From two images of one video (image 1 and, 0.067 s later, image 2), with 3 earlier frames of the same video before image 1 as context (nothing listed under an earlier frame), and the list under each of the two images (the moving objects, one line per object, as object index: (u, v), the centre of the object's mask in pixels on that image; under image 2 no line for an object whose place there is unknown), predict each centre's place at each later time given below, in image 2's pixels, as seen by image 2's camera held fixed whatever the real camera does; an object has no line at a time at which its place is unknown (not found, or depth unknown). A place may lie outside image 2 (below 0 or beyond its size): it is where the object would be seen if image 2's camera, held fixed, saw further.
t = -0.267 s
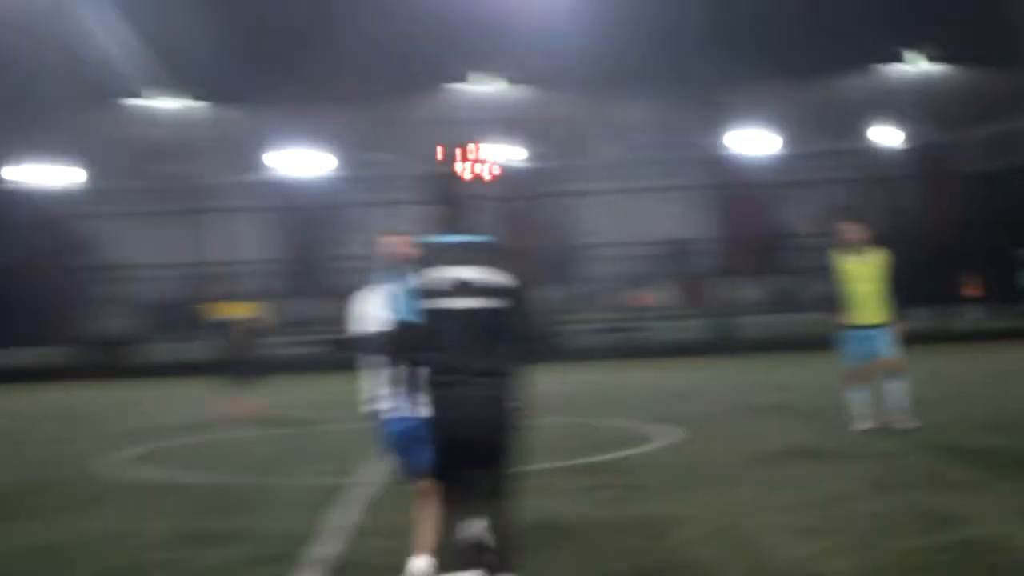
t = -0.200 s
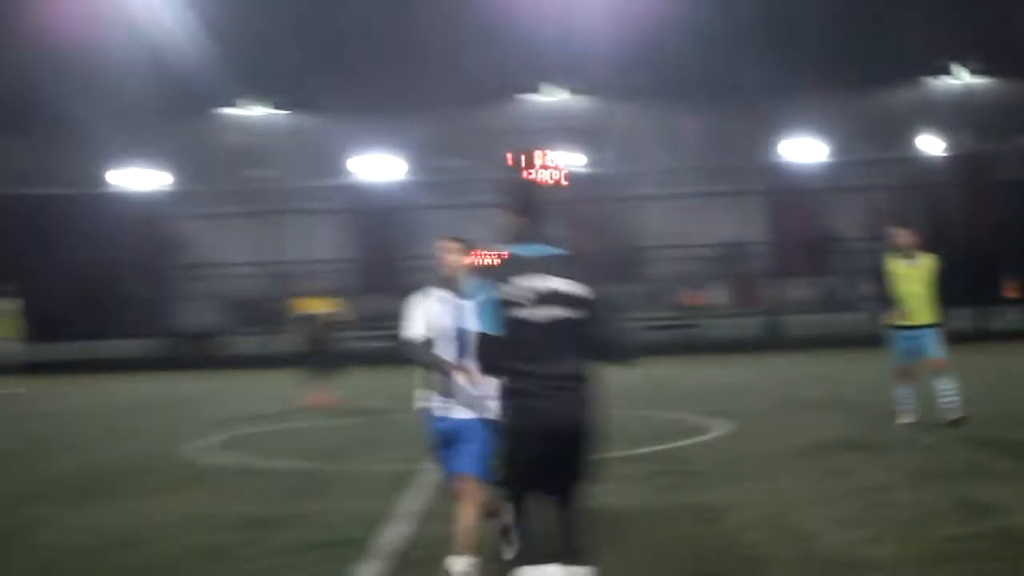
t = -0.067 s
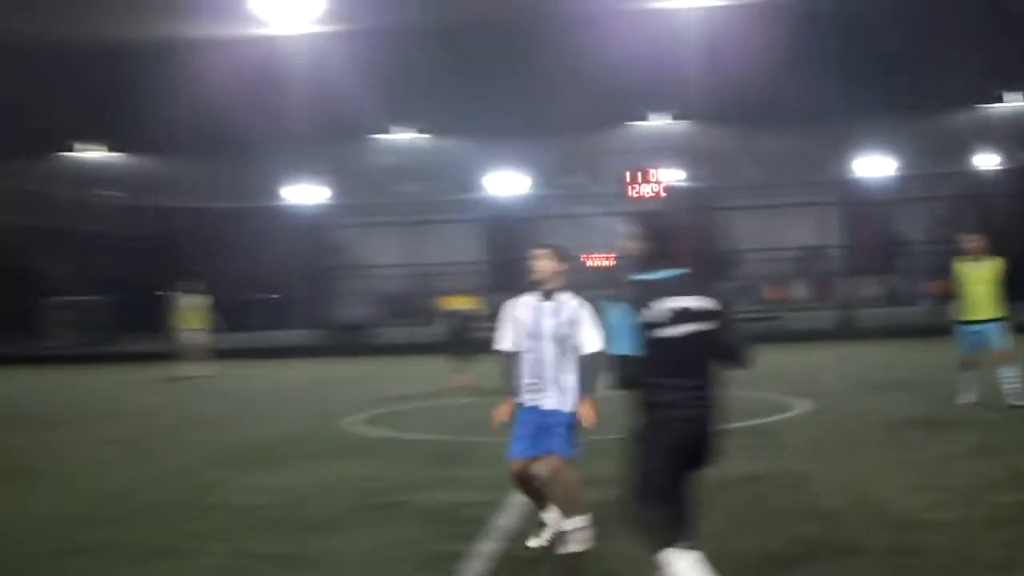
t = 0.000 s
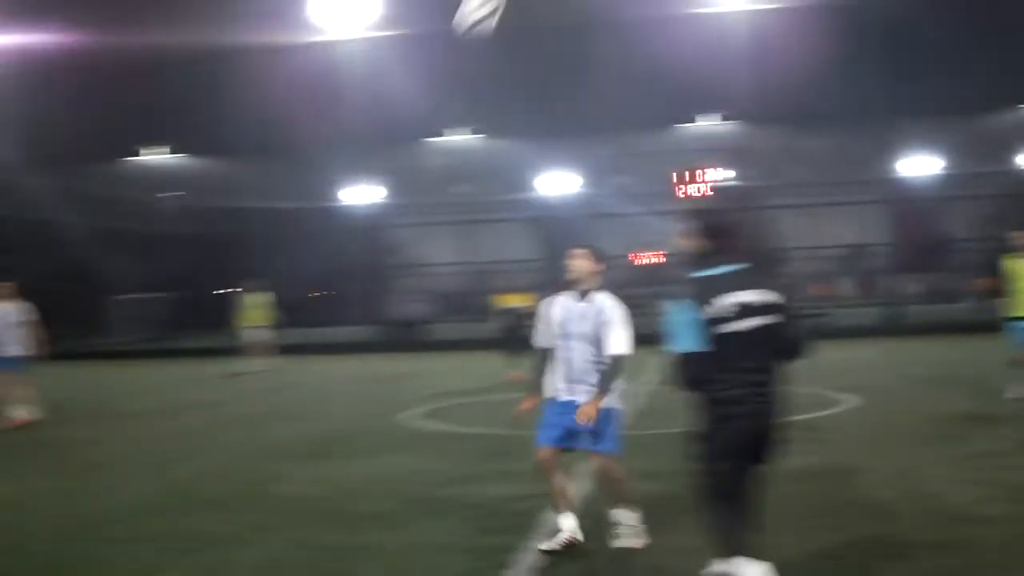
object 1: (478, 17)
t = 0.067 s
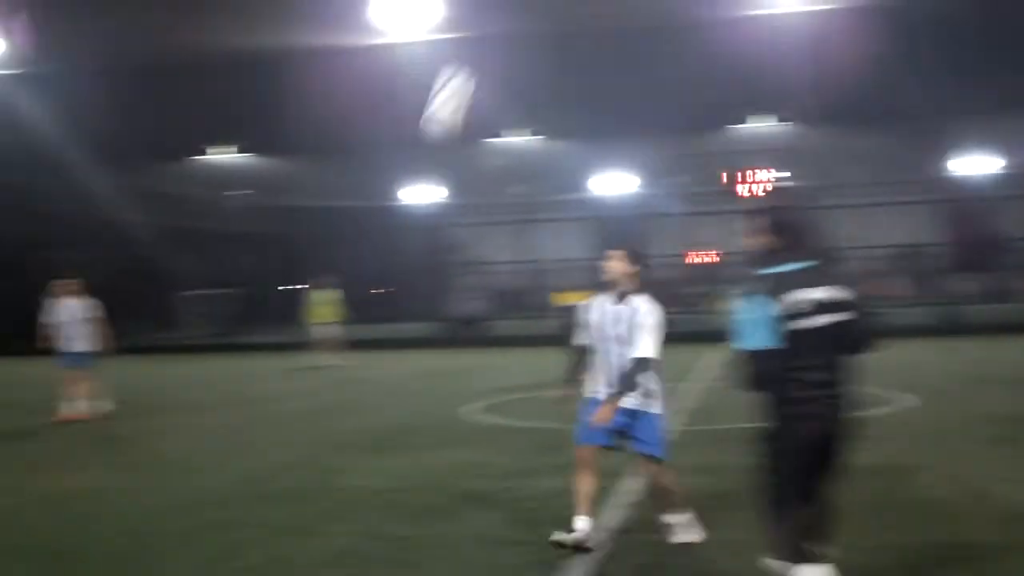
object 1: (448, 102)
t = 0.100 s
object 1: (400, 154)
